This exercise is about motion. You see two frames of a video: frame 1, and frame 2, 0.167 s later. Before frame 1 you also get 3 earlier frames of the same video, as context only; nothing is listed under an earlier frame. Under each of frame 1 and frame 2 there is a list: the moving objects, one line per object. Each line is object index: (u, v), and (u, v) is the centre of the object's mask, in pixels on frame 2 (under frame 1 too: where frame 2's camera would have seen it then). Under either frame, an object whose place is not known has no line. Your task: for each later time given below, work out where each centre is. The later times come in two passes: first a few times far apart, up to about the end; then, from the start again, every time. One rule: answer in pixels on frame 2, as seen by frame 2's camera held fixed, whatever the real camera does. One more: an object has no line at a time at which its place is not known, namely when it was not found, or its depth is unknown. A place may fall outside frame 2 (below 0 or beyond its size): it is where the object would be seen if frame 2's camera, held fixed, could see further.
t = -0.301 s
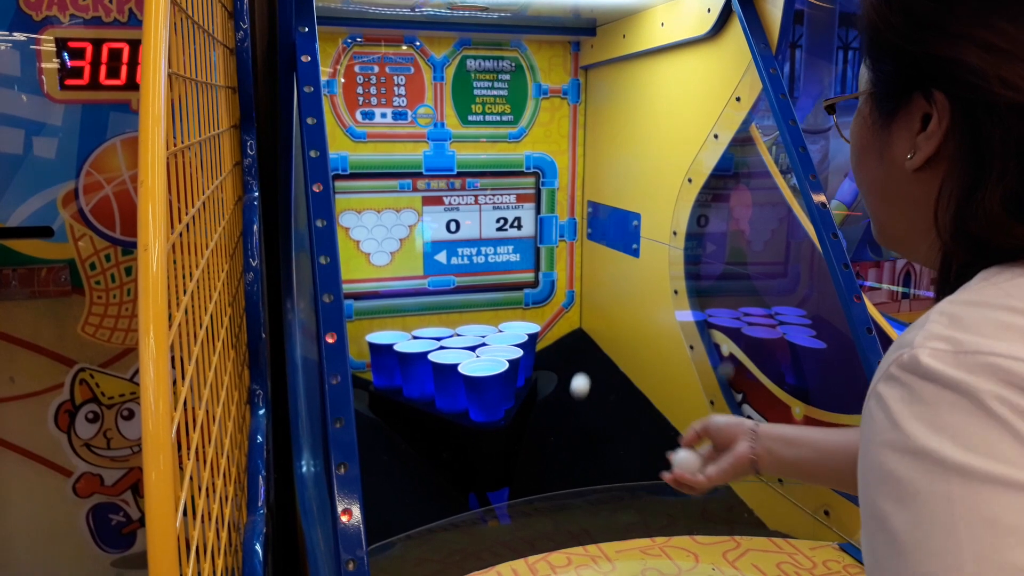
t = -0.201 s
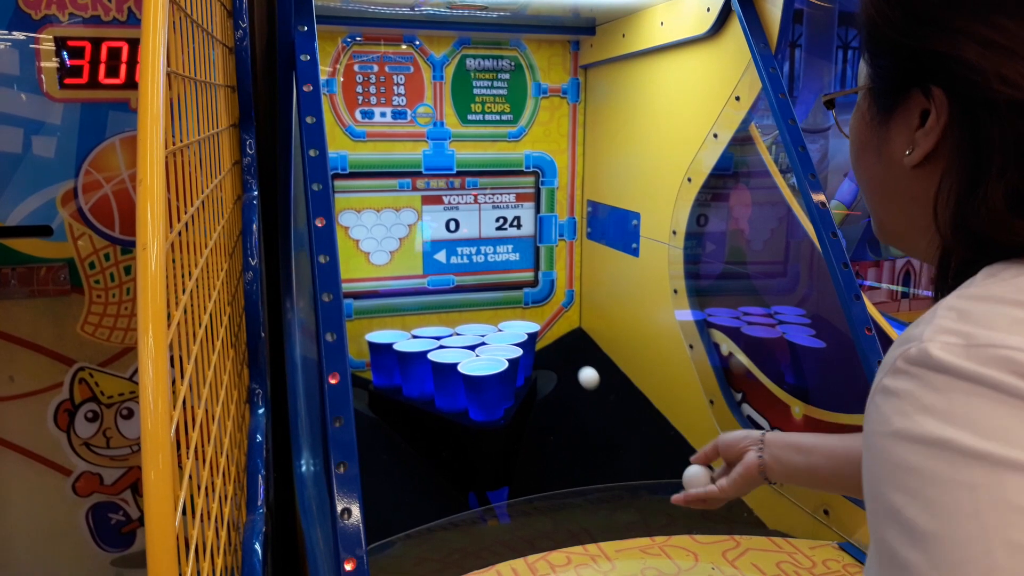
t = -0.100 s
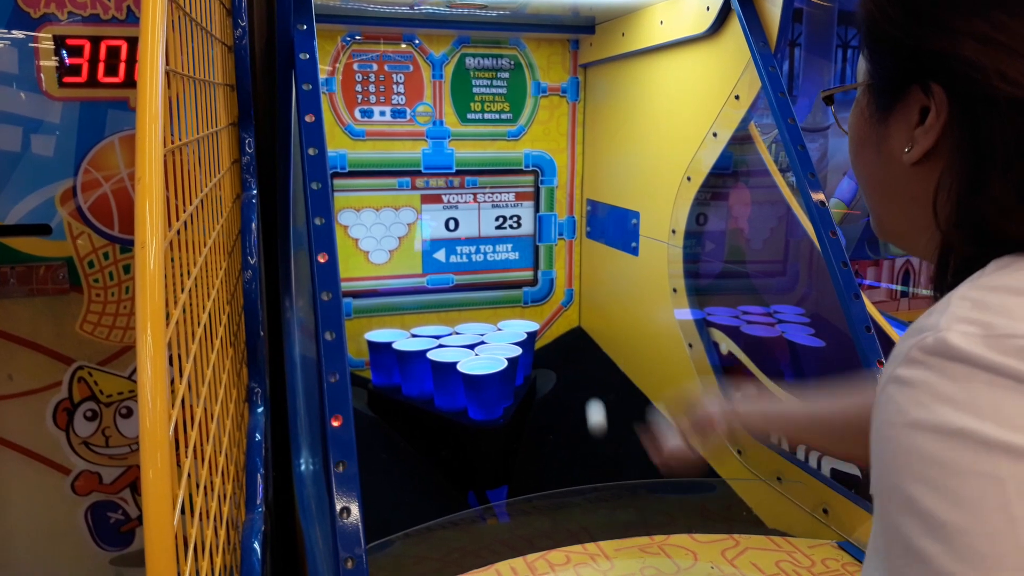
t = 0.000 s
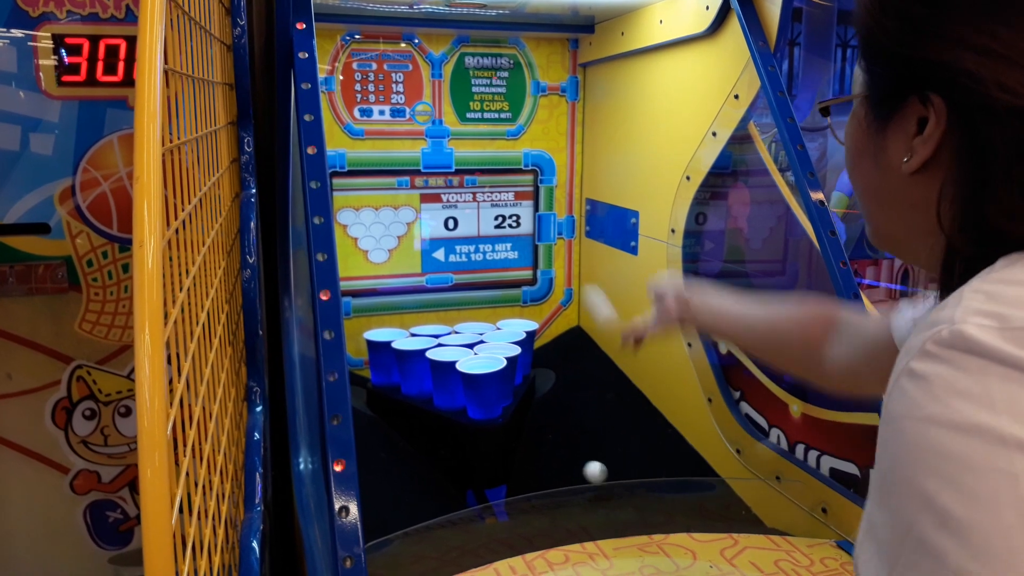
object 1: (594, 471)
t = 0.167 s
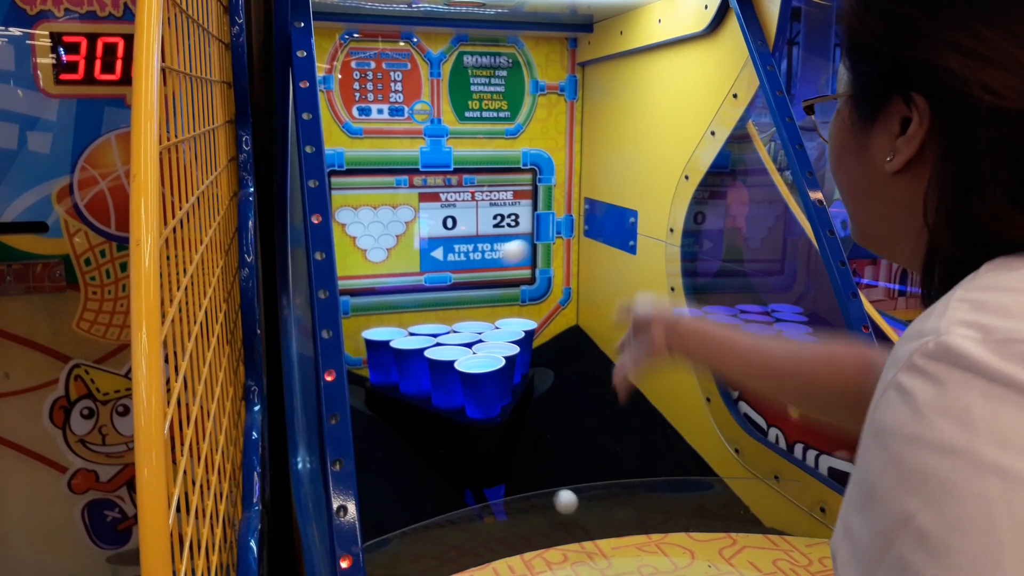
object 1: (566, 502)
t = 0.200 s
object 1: (562, 502)
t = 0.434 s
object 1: (525, 525)
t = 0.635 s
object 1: (487, 529)
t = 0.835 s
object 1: (448, 524)
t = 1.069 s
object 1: (416, 507)
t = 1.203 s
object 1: (427, 498)
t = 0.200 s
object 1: (562, 502)
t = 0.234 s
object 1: (558, 509)
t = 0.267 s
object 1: (554, 516)
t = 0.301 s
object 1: (548, 514)
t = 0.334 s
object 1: (542, 518)
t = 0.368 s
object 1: (536, 522)
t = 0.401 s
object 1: (531, 523)
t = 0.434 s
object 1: (525, 525)
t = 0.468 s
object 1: (519, 527)
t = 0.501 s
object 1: (512, 528)
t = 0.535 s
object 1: (506, 529)
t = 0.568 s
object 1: (499, 529)
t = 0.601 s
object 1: (493, 529)
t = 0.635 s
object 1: (487, 529)
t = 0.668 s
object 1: (480, 529)
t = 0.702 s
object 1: (474, 528)
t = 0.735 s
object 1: (467, 527)
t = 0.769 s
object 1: (461, 526)
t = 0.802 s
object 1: (455, 525)
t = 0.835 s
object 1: (448, 524)
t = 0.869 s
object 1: (442, 522)
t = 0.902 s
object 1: (436, 521)
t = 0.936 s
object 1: (429, 521)
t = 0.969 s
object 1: (423, 520)
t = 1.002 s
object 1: (418, 515)
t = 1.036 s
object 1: (417, 509)
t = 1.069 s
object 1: (416, 507)
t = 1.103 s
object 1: (417, 503)
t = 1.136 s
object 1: (419, 501)
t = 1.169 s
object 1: (423, 499)
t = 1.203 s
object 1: (427, 498)
